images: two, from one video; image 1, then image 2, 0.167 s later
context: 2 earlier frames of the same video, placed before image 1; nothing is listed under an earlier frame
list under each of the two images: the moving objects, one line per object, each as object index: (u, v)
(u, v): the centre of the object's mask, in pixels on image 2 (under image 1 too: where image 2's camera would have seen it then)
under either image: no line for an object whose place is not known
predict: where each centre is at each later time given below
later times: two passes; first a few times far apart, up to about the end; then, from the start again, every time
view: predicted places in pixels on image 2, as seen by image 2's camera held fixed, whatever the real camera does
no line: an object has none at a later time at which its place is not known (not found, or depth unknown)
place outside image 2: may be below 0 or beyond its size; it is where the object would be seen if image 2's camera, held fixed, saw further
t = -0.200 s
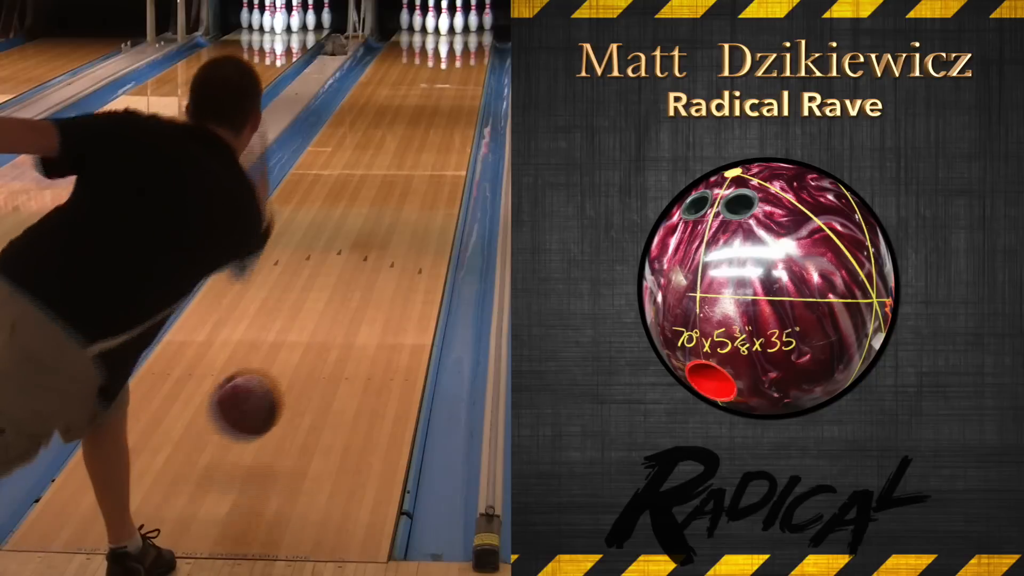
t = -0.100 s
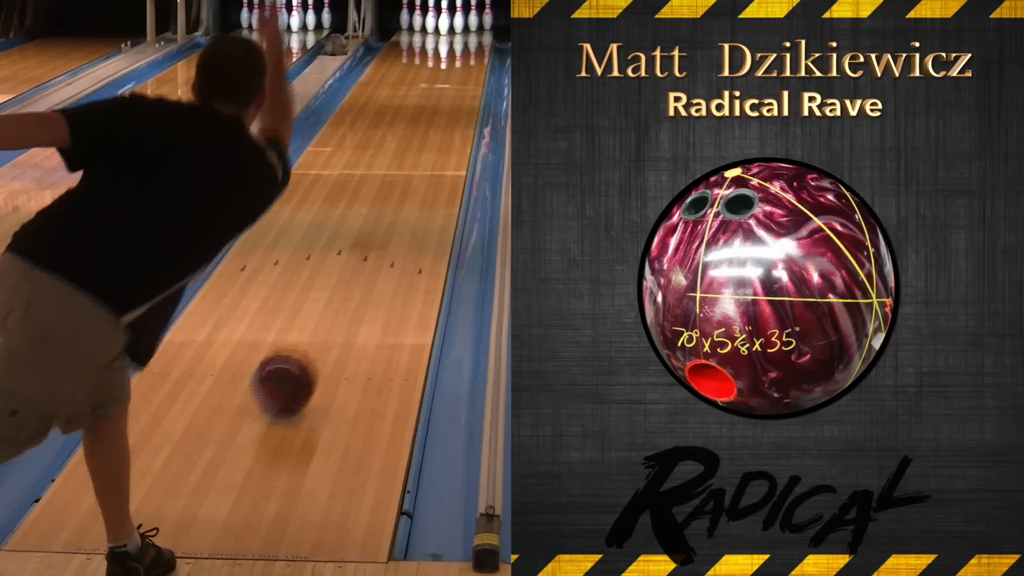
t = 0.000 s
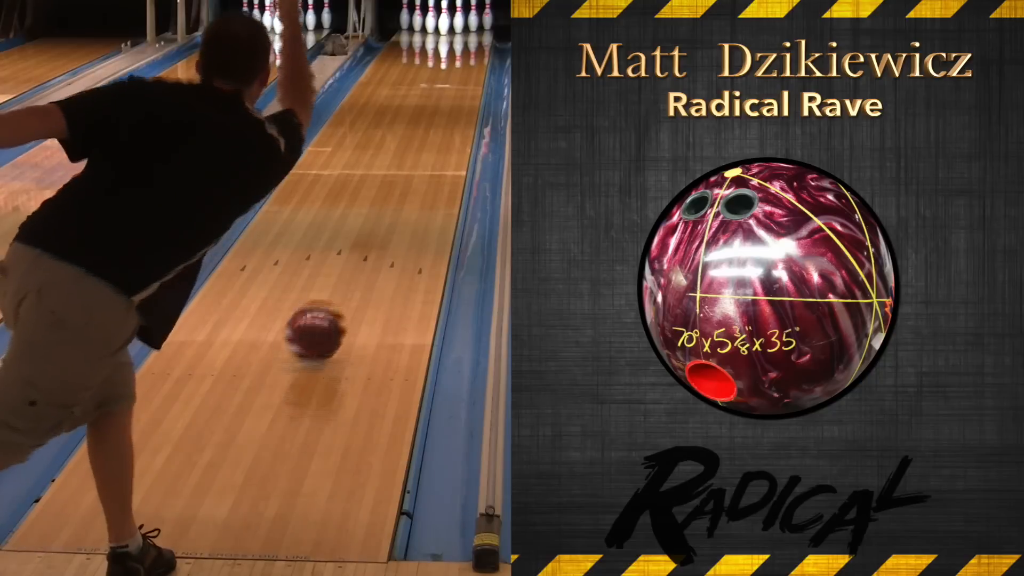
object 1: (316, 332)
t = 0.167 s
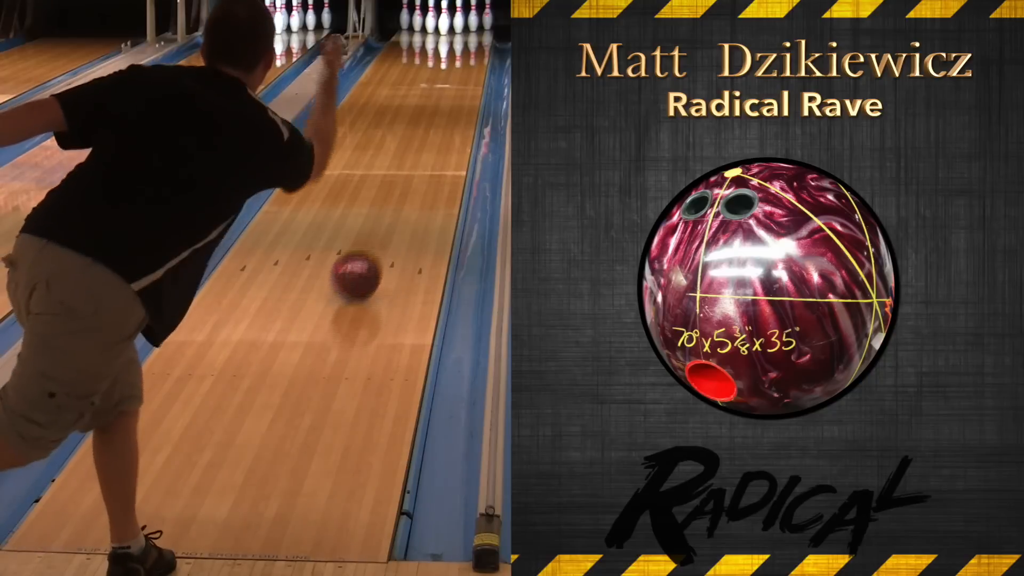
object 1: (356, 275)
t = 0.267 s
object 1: (375, 245)
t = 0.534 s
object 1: (415, 182)
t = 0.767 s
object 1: (439, 143)
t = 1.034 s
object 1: (458, 108)
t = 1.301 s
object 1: (469, 81)
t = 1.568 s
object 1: (473, 60)
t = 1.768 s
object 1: (468, 48)
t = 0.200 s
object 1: (363, 265)
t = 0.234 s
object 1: (369, 255)
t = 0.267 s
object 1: (375, 245)
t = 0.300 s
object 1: (381, 236)
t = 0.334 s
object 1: (387, 228)
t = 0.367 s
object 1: (392, 219)
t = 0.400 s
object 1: (397, 211)
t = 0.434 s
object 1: (401, 205)
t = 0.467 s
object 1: (406, 196)
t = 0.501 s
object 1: (411, 189)
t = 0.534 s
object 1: (415, 182)
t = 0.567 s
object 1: (419, 176)
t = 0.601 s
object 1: (423, 170)
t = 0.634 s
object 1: (426, 164)
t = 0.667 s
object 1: (430, 158)
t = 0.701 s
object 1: (433, 153)
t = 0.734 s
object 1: (436, 148)
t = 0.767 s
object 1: (439, 143)
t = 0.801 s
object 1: (442, 139)
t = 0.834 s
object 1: (445, 134)
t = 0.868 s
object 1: (447, 129)
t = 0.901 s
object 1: (450, 124)
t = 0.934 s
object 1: (452, 121)
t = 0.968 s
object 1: (454, 116)
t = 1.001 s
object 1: (456, 112)
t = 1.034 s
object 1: (458, 108)
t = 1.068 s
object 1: (460, 104)
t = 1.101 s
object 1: (461, 101)
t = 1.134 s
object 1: (463, 97)
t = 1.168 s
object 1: (464, 94)
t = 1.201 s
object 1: (466, 90)
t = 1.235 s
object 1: (467, 87)
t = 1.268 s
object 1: (468, 84)
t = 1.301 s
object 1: (469, 81)
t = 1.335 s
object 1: (470, 78)
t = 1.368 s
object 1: (470, 75)
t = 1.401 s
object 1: (471, 73)
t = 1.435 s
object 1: (472, 71)
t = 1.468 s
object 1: (472, 68)
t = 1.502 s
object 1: (472, 65)
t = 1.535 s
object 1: (472, 63)
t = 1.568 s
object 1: (473, 60)
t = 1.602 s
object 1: (473, 58)
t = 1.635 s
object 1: (472, 56)
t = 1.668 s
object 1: (472, 54)
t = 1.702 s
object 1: (472, 52)
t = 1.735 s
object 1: (470, 50)
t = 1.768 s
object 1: (468, 48)
